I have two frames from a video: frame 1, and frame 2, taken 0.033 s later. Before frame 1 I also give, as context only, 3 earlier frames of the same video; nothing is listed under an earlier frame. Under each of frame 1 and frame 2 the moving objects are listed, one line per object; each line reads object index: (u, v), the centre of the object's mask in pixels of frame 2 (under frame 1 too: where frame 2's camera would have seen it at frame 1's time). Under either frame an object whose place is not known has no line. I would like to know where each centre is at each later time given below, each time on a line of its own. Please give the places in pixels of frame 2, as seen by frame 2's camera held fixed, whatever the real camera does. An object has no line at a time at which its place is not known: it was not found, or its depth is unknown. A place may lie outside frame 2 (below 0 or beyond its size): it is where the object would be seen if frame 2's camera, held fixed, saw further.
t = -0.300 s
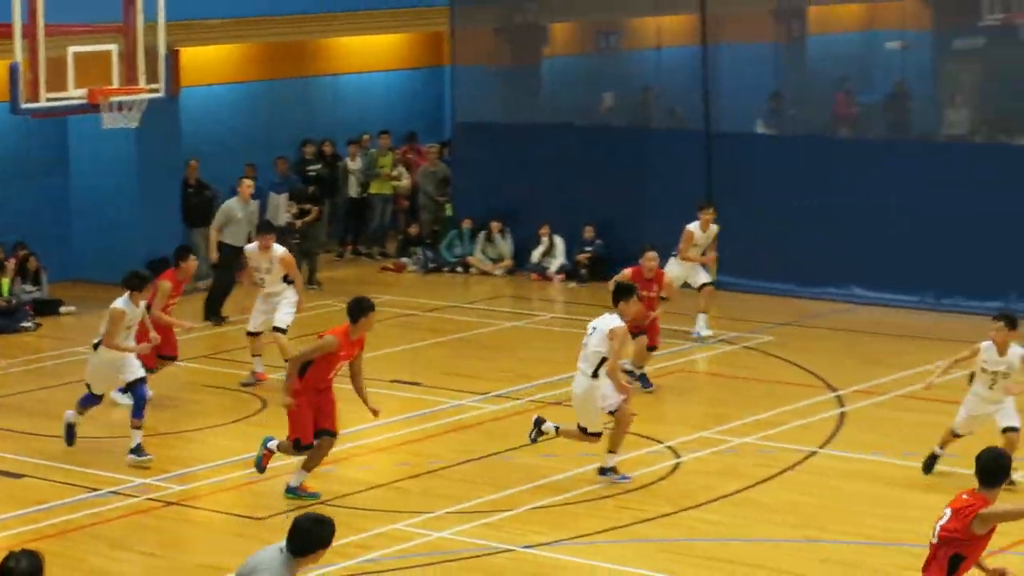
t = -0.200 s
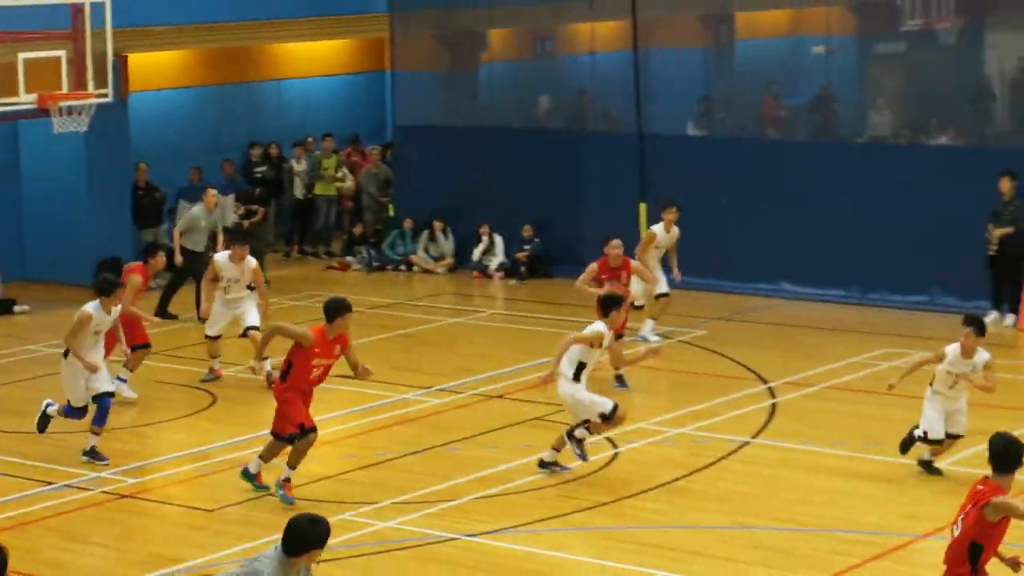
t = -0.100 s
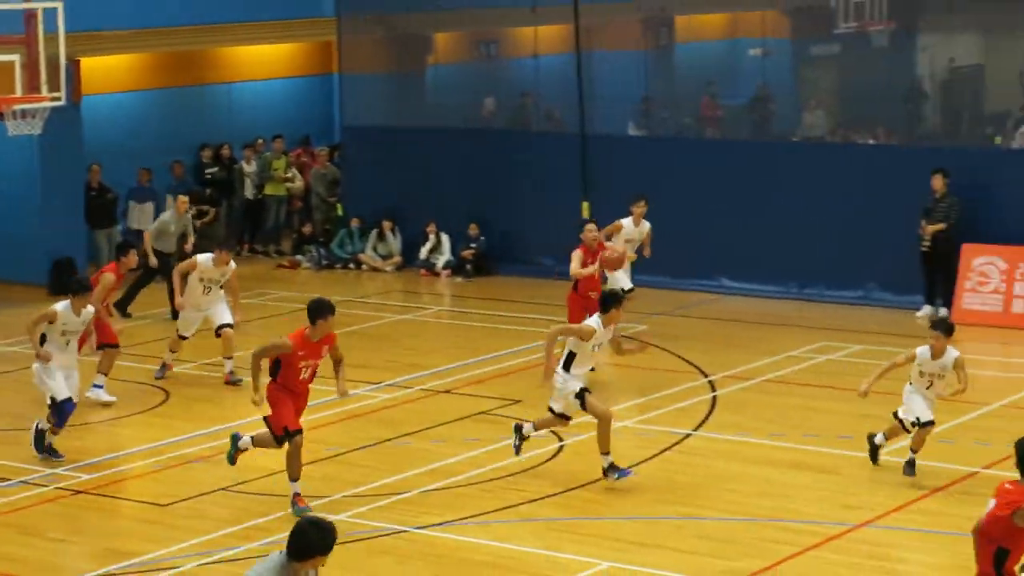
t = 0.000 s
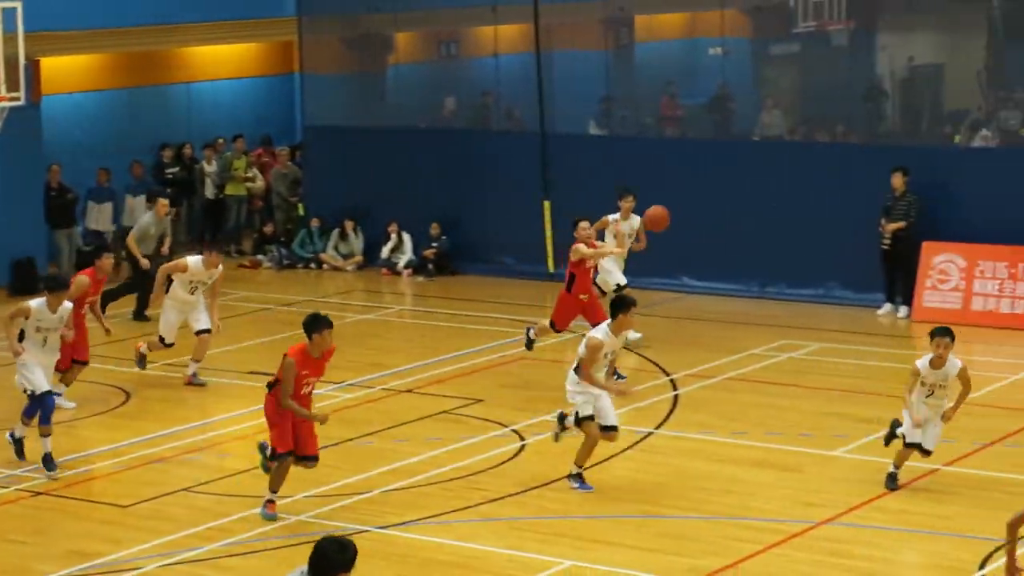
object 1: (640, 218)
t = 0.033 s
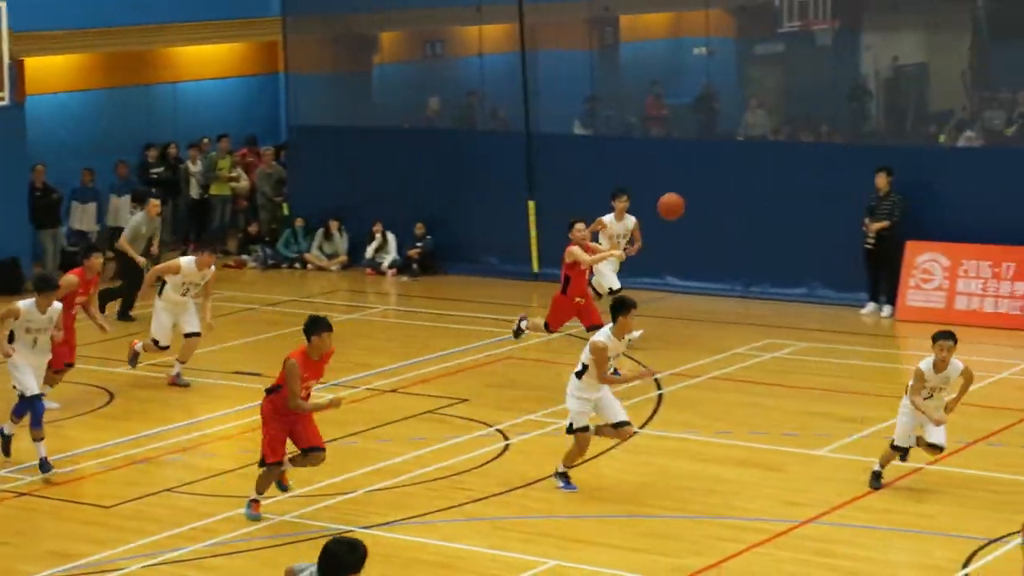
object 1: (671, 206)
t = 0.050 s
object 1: (686, 200)
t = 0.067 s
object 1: (701, 195)
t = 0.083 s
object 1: (717, 189)
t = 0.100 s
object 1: (733, 184)
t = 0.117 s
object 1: (749, 179)
